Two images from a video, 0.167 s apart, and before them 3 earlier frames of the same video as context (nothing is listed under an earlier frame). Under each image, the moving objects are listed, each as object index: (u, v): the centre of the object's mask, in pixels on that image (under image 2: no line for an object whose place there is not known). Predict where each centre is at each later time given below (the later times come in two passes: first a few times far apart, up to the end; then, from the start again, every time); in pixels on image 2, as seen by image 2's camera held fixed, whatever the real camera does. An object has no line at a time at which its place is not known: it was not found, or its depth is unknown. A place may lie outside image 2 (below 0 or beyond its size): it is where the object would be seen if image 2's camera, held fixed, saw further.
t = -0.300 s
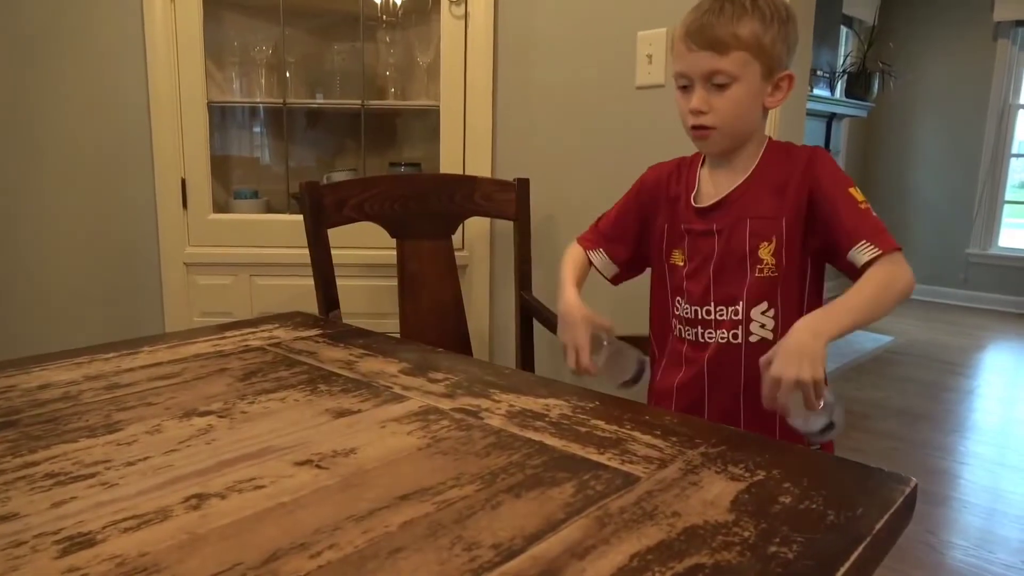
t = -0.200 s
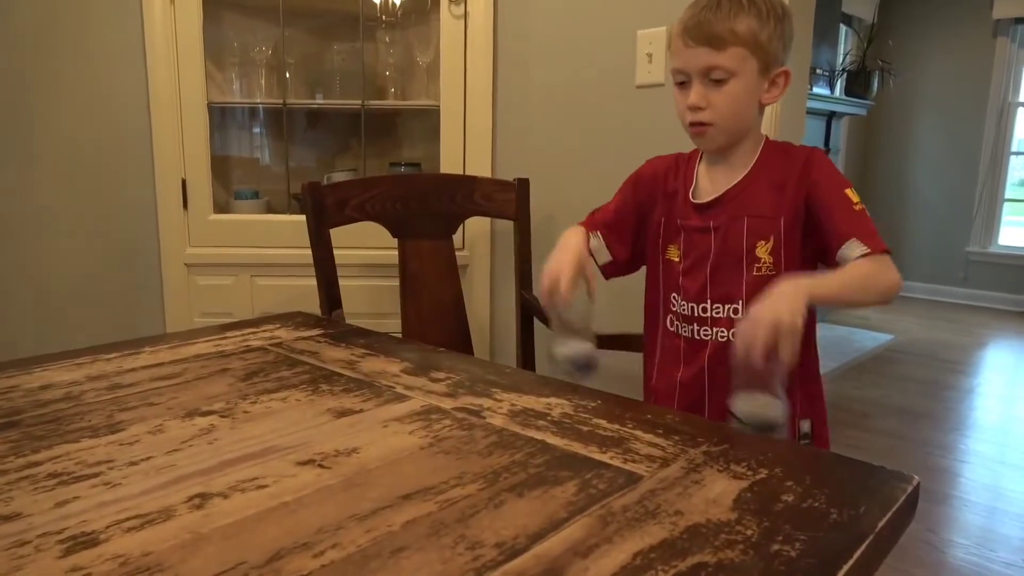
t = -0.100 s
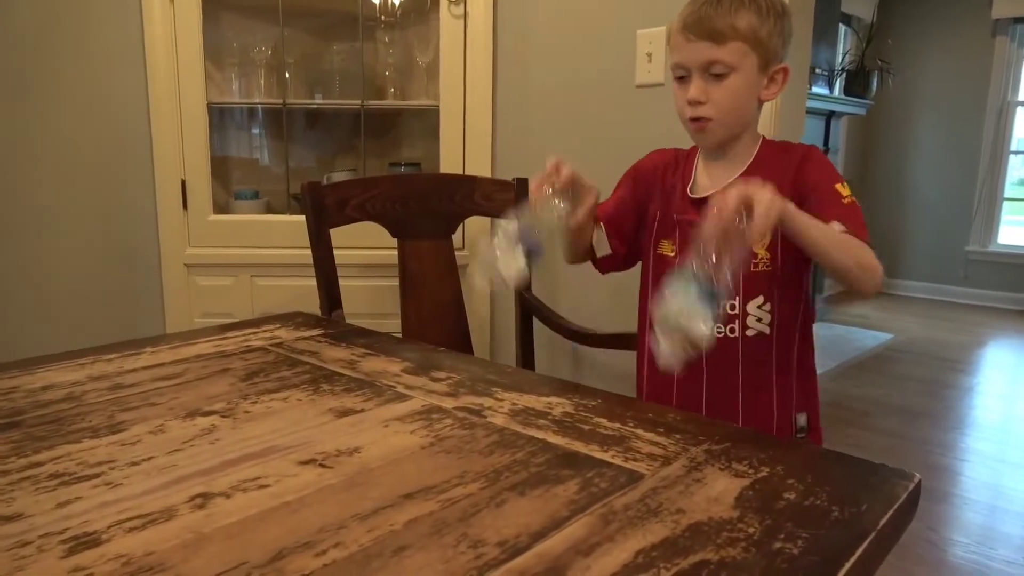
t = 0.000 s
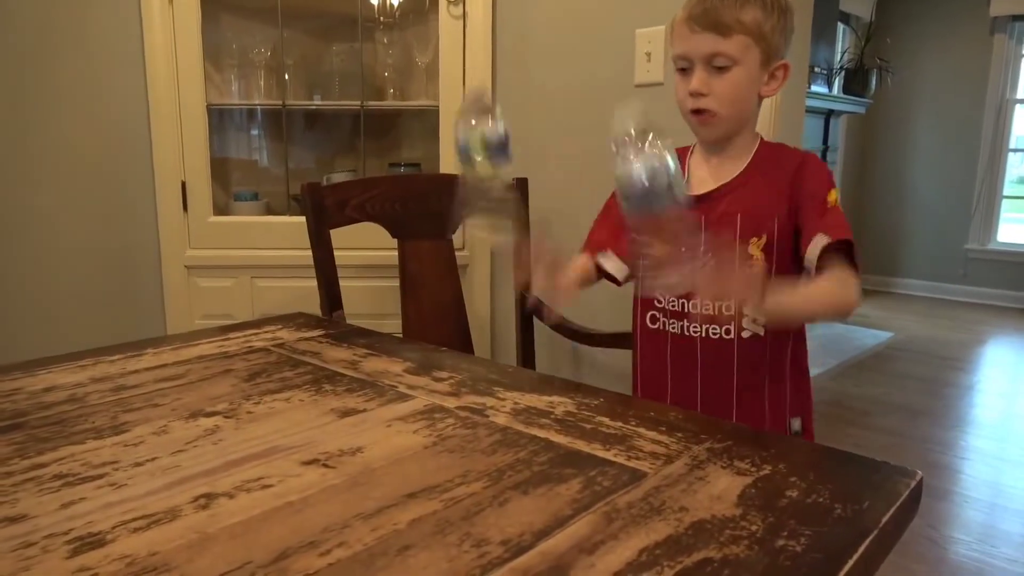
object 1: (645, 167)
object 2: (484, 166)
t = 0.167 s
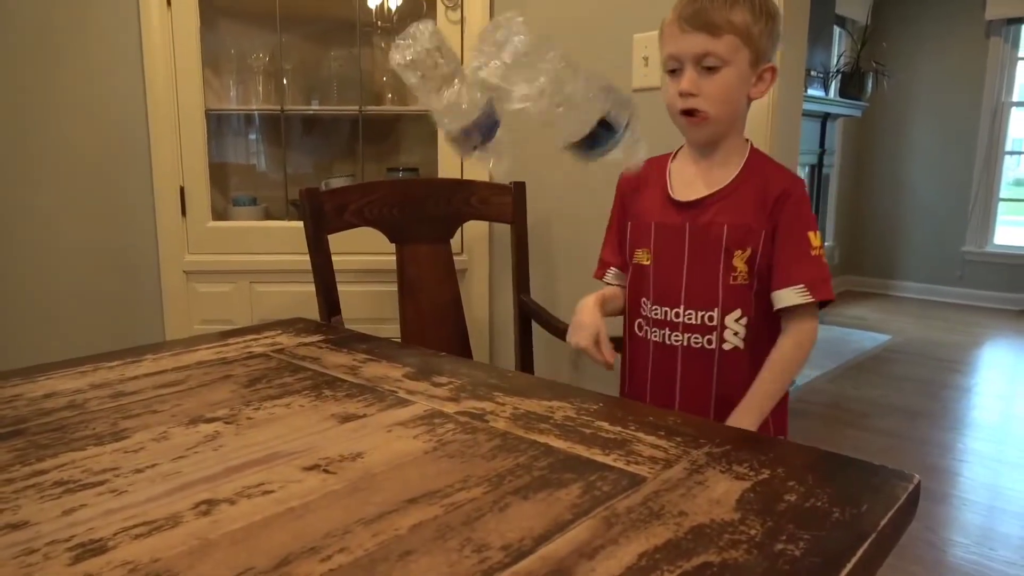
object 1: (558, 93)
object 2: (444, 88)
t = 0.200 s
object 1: (546, 116)
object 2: (450, 123)
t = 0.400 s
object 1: (410, 400)
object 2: (441, 283)
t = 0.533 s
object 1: (359, 466)
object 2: (447, 290)
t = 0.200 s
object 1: (546, 116)
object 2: (450, 123)
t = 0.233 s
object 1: (530, 161)
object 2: (445, 159)
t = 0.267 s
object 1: (528, 233)
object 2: (442, 205)
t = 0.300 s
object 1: (501, 296)
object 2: (437, 263)
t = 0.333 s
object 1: (483, 354)
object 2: (428, 273)
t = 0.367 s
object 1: (446, 365)
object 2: (444, 257)
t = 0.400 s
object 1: (410, 400)
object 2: (441, 283)
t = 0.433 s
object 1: (387, 450)
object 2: (442, 288)
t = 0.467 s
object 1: (372, 461)
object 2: (443, 288)
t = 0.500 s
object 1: (363, 464)
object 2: (444, 289)
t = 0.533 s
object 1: (359, 466)
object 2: (447, 290)
